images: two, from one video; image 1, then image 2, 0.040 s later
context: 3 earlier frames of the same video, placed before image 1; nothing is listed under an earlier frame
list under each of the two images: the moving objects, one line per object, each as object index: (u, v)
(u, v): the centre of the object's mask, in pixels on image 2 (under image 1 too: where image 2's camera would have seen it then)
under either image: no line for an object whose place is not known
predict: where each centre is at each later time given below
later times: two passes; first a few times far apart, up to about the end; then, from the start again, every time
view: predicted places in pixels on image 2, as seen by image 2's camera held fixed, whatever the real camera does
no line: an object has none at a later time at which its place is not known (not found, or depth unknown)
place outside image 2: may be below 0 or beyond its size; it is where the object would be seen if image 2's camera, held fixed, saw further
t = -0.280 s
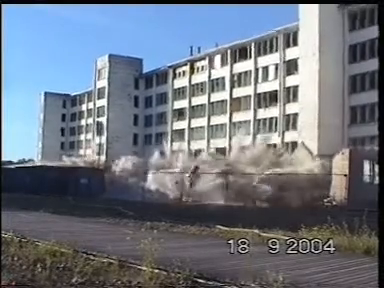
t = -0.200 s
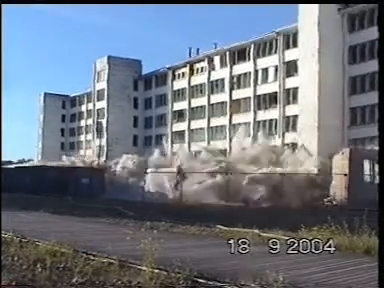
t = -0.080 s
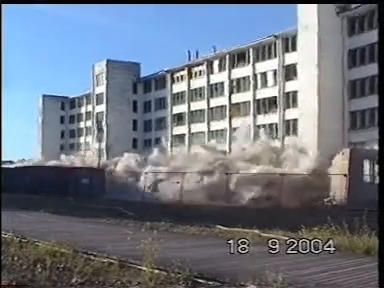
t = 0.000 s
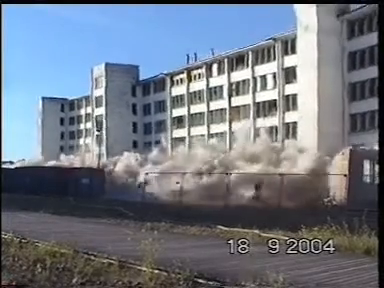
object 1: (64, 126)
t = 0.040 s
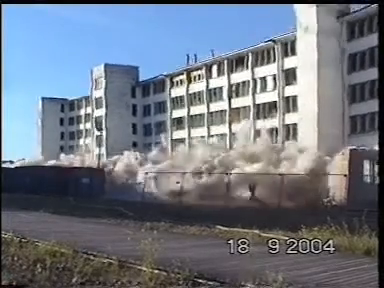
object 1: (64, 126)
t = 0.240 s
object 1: (62, 128)
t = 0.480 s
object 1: (60, 129)
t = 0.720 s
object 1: (57, 130)
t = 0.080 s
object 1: (64, 127)
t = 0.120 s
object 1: (64, 127)
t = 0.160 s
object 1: (63, 127)
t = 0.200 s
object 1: (63, 127)
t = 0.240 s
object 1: (62, 128)
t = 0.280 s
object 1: (62, 128)
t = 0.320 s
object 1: (61, 129)
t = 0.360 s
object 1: (61, 129)
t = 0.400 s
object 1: (60, 129)
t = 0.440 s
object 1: (60, 129)
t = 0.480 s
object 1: (60, 129)
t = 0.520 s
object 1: (59, 129)
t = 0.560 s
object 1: (59, 130)
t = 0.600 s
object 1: (58, 130)
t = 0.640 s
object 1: (58, 130)
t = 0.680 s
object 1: (57, 130)
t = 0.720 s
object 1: (57, 130)
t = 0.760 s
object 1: (57, 131)
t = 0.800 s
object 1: (56, 130)
